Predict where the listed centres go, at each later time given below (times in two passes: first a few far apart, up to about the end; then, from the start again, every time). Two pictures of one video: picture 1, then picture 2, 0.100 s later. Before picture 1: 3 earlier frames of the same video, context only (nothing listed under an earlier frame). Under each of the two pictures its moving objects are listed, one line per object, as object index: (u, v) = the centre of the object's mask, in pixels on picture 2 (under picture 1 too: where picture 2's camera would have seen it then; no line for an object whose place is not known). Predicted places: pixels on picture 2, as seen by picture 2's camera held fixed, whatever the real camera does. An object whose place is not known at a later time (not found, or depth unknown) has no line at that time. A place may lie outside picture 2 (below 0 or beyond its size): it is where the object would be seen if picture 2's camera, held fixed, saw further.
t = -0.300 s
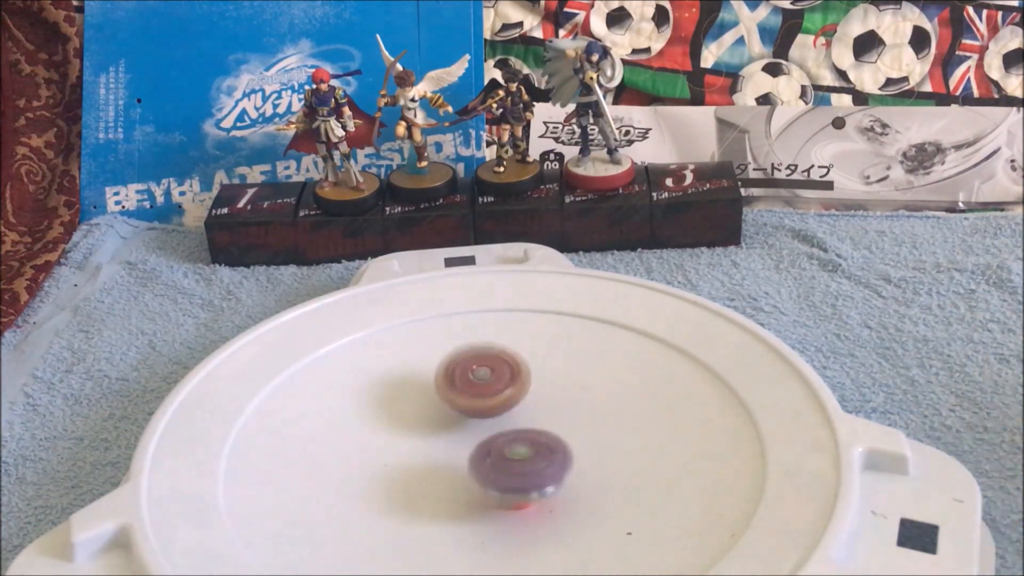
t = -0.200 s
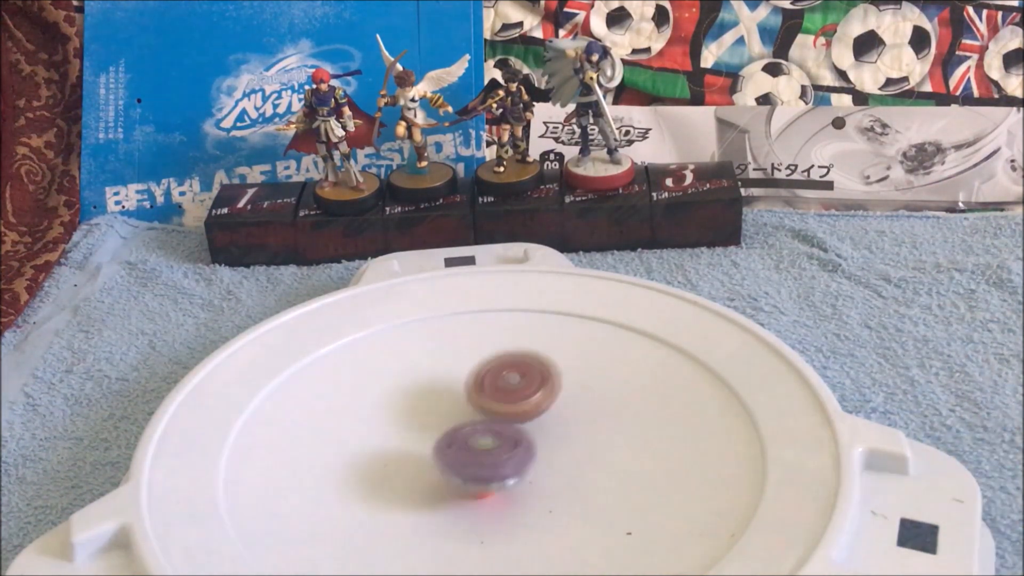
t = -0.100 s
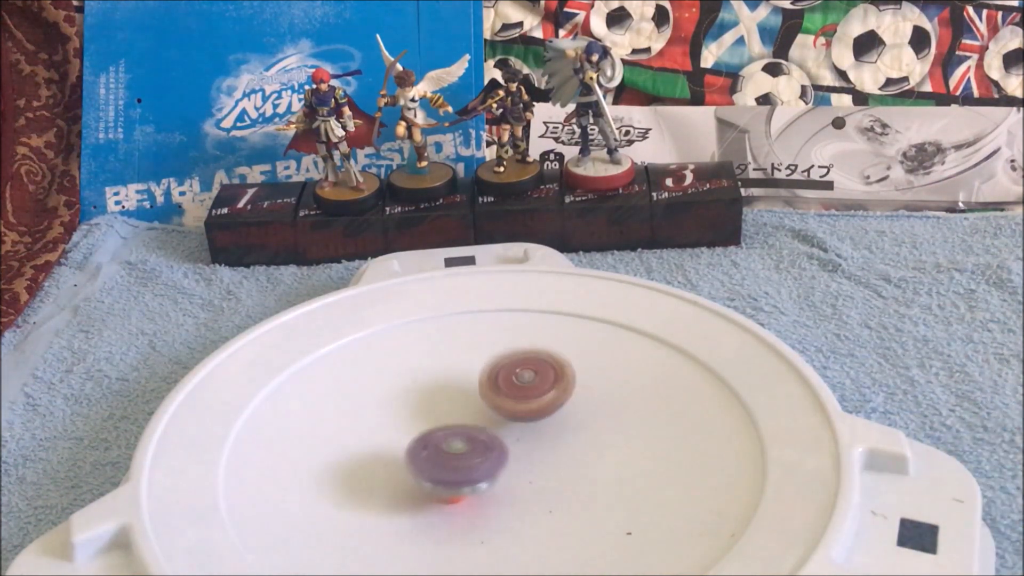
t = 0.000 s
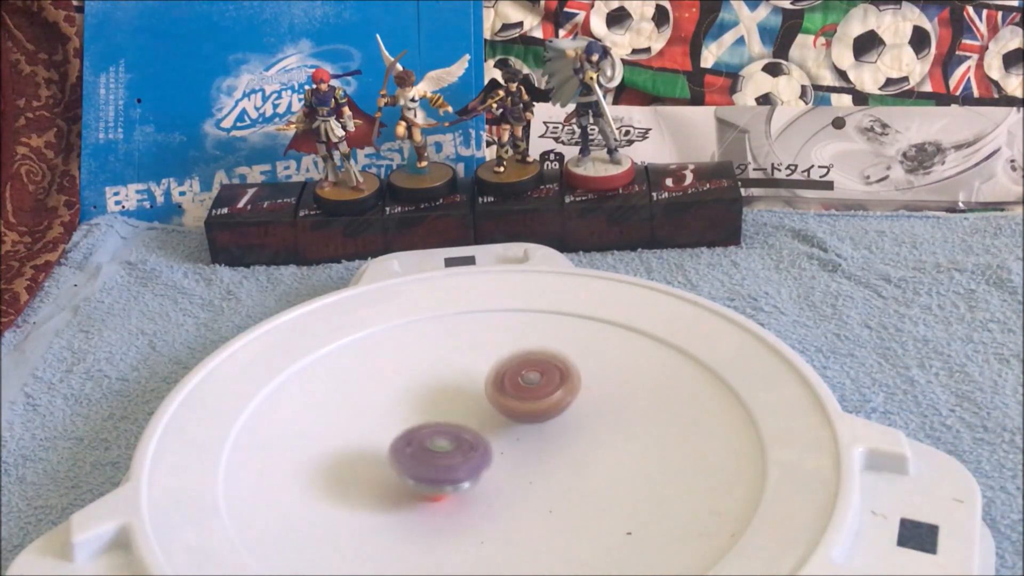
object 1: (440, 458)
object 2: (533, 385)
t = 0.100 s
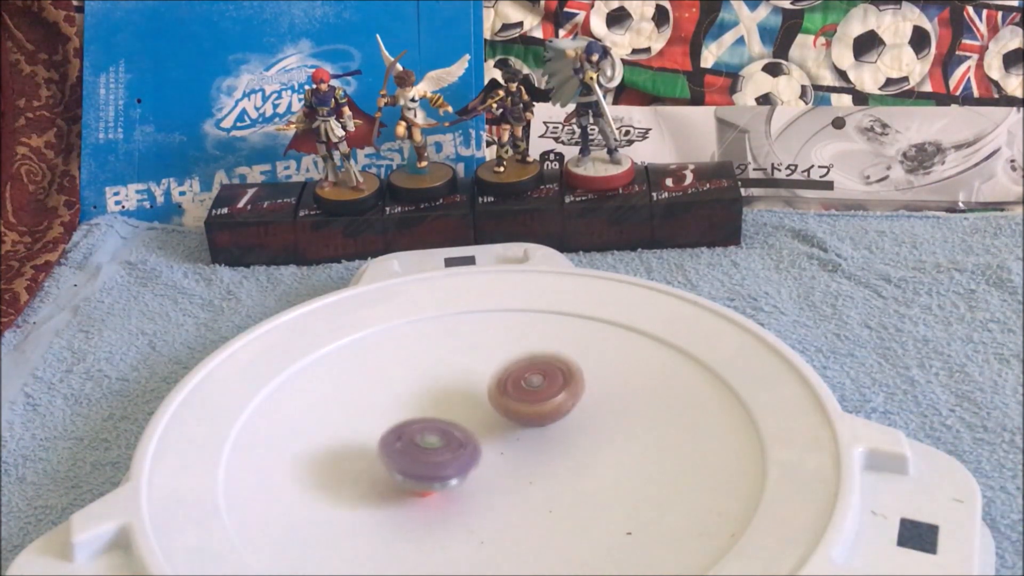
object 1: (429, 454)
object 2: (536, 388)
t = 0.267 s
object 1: (420, 439)
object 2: (535, 398)
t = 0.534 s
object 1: (417, 404)
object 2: (523, 420)
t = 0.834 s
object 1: (427, 370)
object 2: (522, 437)
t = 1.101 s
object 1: (463, 367)
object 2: (500, 438)
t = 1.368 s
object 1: (527, 369)
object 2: (467, 431)
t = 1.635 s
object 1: (555, 379)
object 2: (451, 420)
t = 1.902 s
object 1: (587, 408)
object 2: (425, 398)
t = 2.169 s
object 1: (628, 430)
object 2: (393, 384)
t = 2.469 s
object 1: (563, 449)
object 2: (418, 385)
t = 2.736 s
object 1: (472, 460)
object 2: (464, 388)
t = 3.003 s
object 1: (402, 450)
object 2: (504, 396)
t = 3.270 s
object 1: (385, 416)
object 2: (528, 414)
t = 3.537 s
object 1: (417, 383)
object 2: (526, 430)
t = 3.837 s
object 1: (492, 363)
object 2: (496, 436)
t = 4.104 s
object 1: (553, 368)
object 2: (463, 422)
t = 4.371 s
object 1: (573, 395)
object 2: (453, 400)
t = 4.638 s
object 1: (545, 437)
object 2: (466, 387)
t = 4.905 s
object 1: (480, 461)
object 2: (490, 388)
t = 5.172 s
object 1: (420, 452)
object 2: (510, 406)
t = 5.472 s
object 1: (406, 410)
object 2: (509, 426)
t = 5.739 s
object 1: (437, 373)
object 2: (489, 435)
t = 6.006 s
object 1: (486, 354)
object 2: (475, 434)
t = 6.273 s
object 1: (537, 365)
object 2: (471, 417)
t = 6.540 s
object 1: (578, 387)
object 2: (457, 411)
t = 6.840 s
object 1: (551, 434)
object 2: (464, 402)
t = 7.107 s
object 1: (486, 458)
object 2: (464, 390)
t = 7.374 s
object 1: (419, 444)
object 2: (479, 388)
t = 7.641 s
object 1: (376, 407)
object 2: (527, 392)
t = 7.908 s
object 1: (392, 380)
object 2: (566, 406)
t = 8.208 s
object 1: (470, 381)
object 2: (536, 431)
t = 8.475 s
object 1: (541, 376)
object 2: (437, 493)
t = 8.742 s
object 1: (557, 409)
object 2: (381, 489)
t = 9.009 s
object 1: (508, 441)
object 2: (413, 416)
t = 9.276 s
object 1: (522, 461)
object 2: (484, 354)
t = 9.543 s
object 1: (501, 435)
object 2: (589, 351)
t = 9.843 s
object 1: (514, 394)
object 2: (605, 413)
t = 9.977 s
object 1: (518, 374)
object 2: (573, 450)
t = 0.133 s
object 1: (426, 452)
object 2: (537, 390)
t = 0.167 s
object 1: (424, 449)
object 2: (537, 392)
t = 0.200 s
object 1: (422, 447)
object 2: (537, 394)
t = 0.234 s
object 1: (421, 443)
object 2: (537, 396)
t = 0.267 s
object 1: (420, 439)
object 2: (535, 398)
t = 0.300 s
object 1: (419, 436)
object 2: (534, 400)
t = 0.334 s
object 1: (419, 432)
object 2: (533, 403)
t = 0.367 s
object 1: (419, 428)
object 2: (531, 405)
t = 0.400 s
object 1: (419, 423)
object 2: (529, 409)
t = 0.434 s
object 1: (420, 419)
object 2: (526, 411)
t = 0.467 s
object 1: (421, 415)
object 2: (523, 414)
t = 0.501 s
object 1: (420, 410)
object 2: (521, 417)
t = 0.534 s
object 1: (417, 404)
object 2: (523, 420)
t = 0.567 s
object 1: (415, 398)
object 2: (525, 423)
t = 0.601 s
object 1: (415, 393)
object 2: (525, 425)
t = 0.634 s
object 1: (415, 388)
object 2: (525, 428)
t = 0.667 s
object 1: (416, 384)
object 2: (526, 430)
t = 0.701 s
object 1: (417, 381)
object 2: (525, 431)
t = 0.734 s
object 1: (419, 377)
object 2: (525, 433)
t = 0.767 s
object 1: (422, 374)
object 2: (524, 434)
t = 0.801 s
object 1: (424, 372)
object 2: (523, 436)
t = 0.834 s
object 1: (427, 370)
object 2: (522, 437)
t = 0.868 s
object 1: (430, 369)
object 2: (520, 437)
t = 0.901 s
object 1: (433, 368)
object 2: (518, 438)
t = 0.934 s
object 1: (437, 367)
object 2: (516, 439)
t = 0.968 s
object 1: (441, 367)
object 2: (513, 439)
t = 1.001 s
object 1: (445, 367)
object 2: (510, 439)
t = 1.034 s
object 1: (450, 367)
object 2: (507, 439)
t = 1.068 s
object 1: (456, 366)
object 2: (503, 438)
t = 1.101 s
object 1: (463, 367)
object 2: (500, 438)
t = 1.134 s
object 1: (469, 368)
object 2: (496, 437)
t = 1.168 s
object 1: (476, 368)
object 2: (491, 436)
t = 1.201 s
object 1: (484, 368)
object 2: (488, 434)
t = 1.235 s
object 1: (493, 367)
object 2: (481, 434)
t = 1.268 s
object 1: (503, 367)
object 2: (478, 434)
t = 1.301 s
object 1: (511, 368)
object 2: (473, 434)
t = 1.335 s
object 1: (519, 369)
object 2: (471, 433)
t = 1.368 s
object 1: (527, 369)
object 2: (467, 431)
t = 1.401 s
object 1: (534, 369)
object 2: (465, 431)
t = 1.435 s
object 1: (540, 369)
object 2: (462, 429)
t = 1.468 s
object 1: (545, 370)
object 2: (459, 428)
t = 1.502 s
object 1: (548, 371)
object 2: (457, 427)
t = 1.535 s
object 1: (552, 372)
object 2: (454, 425)
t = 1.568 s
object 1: (553, 374)
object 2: (453, 424)
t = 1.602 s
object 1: (554, 375)
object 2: (451, 422)
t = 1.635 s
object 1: (555, 379)
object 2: (451, 420)
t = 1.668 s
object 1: (556, 381)
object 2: (449, 418)
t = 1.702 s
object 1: (556, 384)
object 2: (450, 416)
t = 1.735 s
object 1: (556, 387)
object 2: (449, 415)
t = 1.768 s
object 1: (555, 391)
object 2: (451, 412)
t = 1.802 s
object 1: (554, 395)
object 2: (450, 411)
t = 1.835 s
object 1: (553, 400)
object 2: (452, 409)
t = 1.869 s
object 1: (562, 404)
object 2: (445, 406)
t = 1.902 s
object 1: (587, 408)
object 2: (425, 398)
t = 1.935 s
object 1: (604, 413)
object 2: (415, 396)
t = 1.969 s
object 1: (614, 416)
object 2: (409, 394)
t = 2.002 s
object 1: (621, 419)
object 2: (405, 391)
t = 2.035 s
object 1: (625, 422)
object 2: (402, 390)
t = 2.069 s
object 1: (629, 425)
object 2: (398, 388)
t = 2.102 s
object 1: (630, 427)
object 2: (396, 387)
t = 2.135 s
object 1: (629, 429)
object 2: (395, 386)
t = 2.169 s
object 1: (628, 430)
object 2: (393, 384)
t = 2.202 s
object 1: (625, 433)
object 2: (393, 383)
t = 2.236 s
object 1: (621, 434)
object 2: (394, 383)
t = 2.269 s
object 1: (616, 436)
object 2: (394, 382)
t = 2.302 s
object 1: (611, 437)
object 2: (397, 381)
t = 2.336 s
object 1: (605, 439)
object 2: (400, 382)
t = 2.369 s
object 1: (596, 440)
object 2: (403, 383)
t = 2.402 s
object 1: (587, 442)
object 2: (408, 382)
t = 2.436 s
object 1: (575, 446)
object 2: (413, 384)
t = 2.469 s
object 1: (563, 449)
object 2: (418, 385)
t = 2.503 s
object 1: (551, 449)
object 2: (424, 386)
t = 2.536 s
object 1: (539, 451)
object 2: (431, 388)
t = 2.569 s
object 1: (526, 451)
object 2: (437, 389)
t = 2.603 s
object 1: (514, 452)
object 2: (442, 391)
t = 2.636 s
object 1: (502, 451)
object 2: (449, 392)
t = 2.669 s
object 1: (491, 457)
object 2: (453, 390)
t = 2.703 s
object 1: (482, 460)
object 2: (459, 388)
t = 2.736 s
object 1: (472, 460)
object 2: (464, 388)
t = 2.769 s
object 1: (461, 462)
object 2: (470, 388)
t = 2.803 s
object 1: (452, 462)
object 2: (475, 389)
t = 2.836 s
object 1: (442, 461)
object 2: (480, 390)
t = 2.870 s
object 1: (433, 460)
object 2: (485, 391)
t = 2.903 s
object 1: (424, 458)
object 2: (490, 392)
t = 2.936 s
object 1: (417, 455)
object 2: (494, 393)
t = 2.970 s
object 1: (408, 453)
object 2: (499, 394)
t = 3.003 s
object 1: (402, 450)
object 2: (504, 396)
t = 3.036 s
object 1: (397, 446)
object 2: (508, 398)
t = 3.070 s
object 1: (392, 443)
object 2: (512, 400)
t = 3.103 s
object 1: (389, 439)
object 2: (516, 402)
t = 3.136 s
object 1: (386, 435)
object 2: (519, 405)
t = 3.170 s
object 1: (386, 430)
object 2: (521, 407)
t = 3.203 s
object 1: (384, 426)
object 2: (523, 409)
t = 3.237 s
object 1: (384, 420)
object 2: (526, 411)
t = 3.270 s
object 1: (385, 416)
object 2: (528, 414)
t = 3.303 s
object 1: (386, 412)
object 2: (529, 416)
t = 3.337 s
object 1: (388, 408)
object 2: (530, 418)
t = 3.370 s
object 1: (390, 403)
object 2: (530, 420)
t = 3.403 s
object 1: (394, 399)
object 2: (530, 423)
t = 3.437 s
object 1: (399, 395)
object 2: (529, 425)
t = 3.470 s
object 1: (404, 391)
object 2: (528, 426)
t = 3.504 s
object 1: (411, 387)
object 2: (528, 428)
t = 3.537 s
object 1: (417, 383)
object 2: (526, 430)
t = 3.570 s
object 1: (424, 380)
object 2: (524, 432)
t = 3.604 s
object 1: (432, 377)
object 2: (521, 433)
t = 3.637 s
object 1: (440, 375)
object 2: (519, 434)
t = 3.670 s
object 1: (449, 372)
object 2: (516, 435)
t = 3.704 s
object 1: (457, 369)
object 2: (512, 435)
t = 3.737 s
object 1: (465, 368)
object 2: (508, 436)
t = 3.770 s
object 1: (474, 366)
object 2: (504, 436)
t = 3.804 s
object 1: (482, 364)
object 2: (500, 435)
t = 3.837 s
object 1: (492, 363)
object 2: (496, 436)
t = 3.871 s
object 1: (501, 363)
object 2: (491, 434)
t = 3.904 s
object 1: (509, 364)
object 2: (487, 434)
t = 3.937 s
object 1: (517, 364)
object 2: (482, 432)
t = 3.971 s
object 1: (525, 364)
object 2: (478, 430)
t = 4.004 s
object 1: (533, 364)
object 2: (474, 428)
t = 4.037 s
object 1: (540, 365)
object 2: (471, 426)
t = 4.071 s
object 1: (547, 366)
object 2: (467, 424)
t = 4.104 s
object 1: (553, 368)
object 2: (463, 422)
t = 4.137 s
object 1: (558, 371)
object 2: (461, 419)
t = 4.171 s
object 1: (562, 372)
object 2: (458, 416)
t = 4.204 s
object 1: (566, 375)
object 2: (457, 413)
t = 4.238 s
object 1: (569, 379)
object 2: (455, 411)
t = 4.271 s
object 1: (571, 381)
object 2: (455, 408)
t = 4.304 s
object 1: (572, 385)
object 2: (454, 406)
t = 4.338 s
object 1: (573, 390)
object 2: (453, 403)
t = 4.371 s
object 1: (573, 395)
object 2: (453, 400)
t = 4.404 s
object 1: (572, 400)
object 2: (454, 398)
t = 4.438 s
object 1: (571, 405)
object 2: (456, 396)
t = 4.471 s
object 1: (568, 411)
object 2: (457, 394)
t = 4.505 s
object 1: (565, 417)
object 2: (458, 393)
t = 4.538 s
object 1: (561, 422)
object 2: (460, 391)
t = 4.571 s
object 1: (556, 428)
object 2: (461, 390)
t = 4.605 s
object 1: (551, 432)
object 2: (463, 388)
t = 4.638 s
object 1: (545, 437)
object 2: (466, 387)
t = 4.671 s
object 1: (538, 443)
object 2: (468, 386)
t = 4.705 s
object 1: (531, 447)
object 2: (471, 386)
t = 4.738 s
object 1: (523, 451)
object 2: (474, 386)
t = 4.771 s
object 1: (515, 454)
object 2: (477, 386)
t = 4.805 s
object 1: (507, 456)
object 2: (480, 386)
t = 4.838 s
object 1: (498, 459)
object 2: (483, 387)
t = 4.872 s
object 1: (490, 460)
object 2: (486, 387)
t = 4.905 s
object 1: (480, 461)
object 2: (490, 388)
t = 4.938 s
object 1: (472, 463)
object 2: (493, 390)
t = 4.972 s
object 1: (462, 463)
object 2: (496, 391)
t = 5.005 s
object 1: (454, 462)
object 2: (500, 394)
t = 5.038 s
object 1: (447, 460)
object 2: (502, 396)
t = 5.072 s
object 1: (440, 459)
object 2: (505, 399)
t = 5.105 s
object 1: (433, 458)
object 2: (507, 401)
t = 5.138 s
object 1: (425, 455)
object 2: (509, 404)
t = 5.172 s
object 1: (420, 452)
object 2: (510, 406)
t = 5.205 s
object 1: (415, 448)
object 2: (511, 408)
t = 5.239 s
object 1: (412, 444)
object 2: (512, 411)
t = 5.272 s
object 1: (409, 440)
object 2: (513, 413)
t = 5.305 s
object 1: (406, 436)
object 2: (513, 415)
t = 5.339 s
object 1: (405, 431)
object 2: (512, 418)
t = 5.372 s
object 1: (405, 426)
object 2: (512, 420)
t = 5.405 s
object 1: (405, 420)
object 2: (511, 422)
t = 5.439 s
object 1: (405, 415)
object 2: (510, 424)
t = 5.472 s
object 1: (406, 410)
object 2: (509, 426)
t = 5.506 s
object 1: (407, 405)
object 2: (507, 427)
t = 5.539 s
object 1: (410, 401)
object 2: (505, 429)
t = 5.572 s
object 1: (413, 396)
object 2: (502, 430)
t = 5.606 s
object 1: (417, 391)
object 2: (500, 431)
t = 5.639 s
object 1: (422, 387)
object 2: (497, 432)
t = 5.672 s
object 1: (427, 383)
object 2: (494, 432)
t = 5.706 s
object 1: (432, 378)
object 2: (492, 433)
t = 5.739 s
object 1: (437, 373)
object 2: (489, 435)
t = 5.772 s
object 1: (442, 369)
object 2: (487, 435)
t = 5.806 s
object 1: (447, 366)
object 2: (484, 436)
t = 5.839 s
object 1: (453, 362)
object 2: (483, 435)
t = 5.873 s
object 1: (459, 360)
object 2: (481, 435)
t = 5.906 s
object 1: (465, 357)
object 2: (480, 435)
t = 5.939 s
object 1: (472, 355)
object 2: (478, 435)
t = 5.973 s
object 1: (479, 354)
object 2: (476, 434)
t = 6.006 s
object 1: (486, 354)
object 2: (475, 434)
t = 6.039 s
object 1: (493, 354)
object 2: (474, 433)
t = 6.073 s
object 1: (499, 354)
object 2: (472, 431)
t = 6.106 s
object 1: (506, 355)
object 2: (471, 428)
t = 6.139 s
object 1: (513, 356)
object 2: (471, 426)
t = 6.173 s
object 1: (520, 357)
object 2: (470, 424)
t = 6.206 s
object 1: (526, 360)
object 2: (470, 422)
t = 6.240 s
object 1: (532, 362)
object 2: (471, 419)
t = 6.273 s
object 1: (537, 365)
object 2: (471, 417)
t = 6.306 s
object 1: (542, 368)
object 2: (472, 415)
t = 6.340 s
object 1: (553, 369)
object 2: (464, 416)
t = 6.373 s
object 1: (561, 370)
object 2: (461, 415)
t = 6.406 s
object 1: (566, 373)
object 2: (461, 415)
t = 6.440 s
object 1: (570, 376)
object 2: (459, 414)
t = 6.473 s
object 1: (574, 379)
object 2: (458, 413)
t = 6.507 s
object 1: (576, 383)
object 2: (457, 412)
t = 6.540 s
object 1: (578, 387)
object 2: (457, 411)
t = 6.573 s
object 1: (579, 391)
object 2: (457, 410)
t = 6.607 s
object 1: (578, 396)
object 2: (457, 409)
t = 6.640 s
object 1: (577, 402)
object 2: (458, 408)
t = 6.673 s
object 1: (575, 408)
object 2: (458, 408)
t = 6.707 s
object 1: (571, 413)
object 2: (460, 407)
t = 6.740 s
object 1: (567, 419)
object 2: (462, 407)
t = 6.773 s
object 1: (562, 424)
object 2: (463, 406)
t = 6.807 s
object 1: (556, 429)
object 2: (464, 405)
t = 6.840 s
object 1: (551, 434)
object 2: (464, 402)
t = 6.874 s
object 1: (546, 440)
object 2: (464, 401)
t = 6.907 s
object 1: (539, 444)
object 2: (463, 399)
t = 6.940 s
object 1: (531, 448)
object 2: (462, 397)
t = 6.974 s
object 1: (523, 451)
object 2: (462, 395)
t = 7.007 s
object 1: (514, 454)
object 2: (463, 394)
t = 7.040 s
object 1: (505, 456)
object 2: (463, 392)
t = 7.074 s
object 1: (496, 458)
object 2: (463, 391)
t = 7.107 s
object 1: (486, 458)
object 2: (464, 390)
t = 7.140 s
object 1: (477, 458)
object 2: (465, 389)
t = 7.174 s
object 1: (468, 458)
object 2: (466, 388)
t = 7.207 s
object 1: (459, 457)
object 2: (467, 388)
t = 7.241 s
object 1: (450, 456)
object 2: (469, 388)
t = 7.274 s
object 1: (440, 454)
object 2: (473, 387)
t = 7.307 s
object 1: (432, 451)
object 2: (474, 388)
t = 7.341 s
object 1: (426, 448)
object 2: (477, 387)
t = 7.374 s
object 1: (419, 444)
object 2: (479, 388)
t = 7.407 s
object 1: (414, 440)
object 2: (481, 388)
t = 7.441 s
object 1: (409, 436)
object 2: (483, 388)
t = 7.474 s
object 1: (406, 431)
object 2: (485, 389)
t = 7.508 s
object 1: (402, 426)
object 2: (489, 390)
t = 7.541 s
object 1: (399, 421)
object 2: (491, 391)
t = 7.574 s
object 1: (386, 416)
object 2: (505, 391)
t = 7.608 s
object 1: (378, 412)
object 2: (517, 391)
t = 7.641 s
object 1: (376, 407)
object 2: (527, 392)
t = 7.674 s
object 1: (375, 402)
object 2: (536, 394)
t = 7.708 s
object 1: (373, 398)
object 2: (544, 395)
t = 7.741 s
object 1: (373, 394)
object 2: (551, 397)
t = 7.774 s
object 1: (375, 390)
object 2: (555, 399)
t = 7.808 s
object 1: (378, 387)
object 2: (559, 401)
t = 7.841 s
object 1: (381, 384)
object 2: (562, 403)
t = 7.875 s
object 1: (387, 382)
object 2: (564, 405)
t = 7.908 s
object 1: (392, 380)
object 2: (566, 406)
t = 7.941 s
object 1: (400, 379)
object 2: (566, 409)
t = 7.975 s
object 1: (407, 378)
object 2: (565, 411)
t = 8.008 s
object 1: (416, 377)
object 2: (564, 413)
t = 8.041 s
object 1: (425, 377)
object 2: (562, 415)
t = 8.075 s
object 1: (434, 377)
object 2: (560, 418)
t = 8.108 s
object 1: (443, 379)
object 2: (556, 420)
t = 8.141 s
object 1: (452, 380)
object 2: (549, 422)
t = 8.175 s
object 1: (462, 381)
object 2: (542, 425)
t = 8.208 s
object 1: (470, 381)
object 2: (536, 431)
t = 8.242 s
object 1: (478, 379)
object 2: (529, 438)
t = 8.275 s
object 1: (487, 381)
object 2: (521, 442)
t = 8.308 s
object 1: (496, 380)
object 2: (510, 446)
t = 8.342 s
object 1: (509, 374)
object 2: (496, 462)
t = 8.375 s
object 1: (519, 373)
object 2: (481, 473)
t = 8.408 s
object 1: (527, 374)
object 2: (468, 480)
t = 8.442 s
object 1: (534, 374)
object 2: (451, 488)
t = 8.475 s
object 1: (541, 376)
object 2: (437, 493)
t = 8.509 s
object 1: (545, 379)
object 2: (423, 498)
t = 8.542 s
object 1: (550, 382)
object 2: (411, 501)
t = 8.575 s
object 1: (554, 385)
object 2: (401, 500)
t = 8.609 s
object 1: (557, 388)
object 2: (392, 501)
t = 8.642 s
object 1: (559, 392)
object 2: (388, 499)
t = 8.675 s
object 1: (560, 398)
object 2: (385, 496)
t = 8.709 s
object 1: (559, 403)
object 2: (382, 493)
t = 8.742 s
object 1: (557, 409)
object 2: (381, 489)
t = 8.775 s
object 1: (554, 413)
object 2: (379, 482)
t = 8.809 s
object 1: (550, 419)
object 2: (380, 474)
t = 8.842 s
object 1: (545, 424)
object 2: (381, 466)
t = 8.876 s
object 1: (538, 428)
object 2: (386, 455)
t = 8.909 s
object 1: (532, 433)
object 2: (392, 446)
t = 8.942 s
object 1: (524, 436)
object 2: (398, 437)
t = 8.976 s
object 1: (515, 439)
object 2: (406, 426)
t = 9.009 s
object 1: (508, 441)
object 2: (413, 416)
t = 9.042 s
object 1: (515, 447)
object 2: (410, 402)
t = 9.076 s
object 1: (524, 455)
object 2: (412, 389)
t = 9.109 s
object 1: (530, 459)
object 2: (420, 381)
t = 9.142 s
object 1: (532, 460)
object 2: (432, 374)
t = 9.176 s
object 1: (530, 461)
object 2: (445, 368)
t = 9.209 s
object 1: (528, 462)
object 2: (454, 363)
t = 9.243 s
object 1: (525, 461)
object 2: (468, 357)
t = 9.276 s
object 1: (522, 461)
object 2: (484, 354)
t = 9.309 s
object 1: (519, 459)
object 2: (497, 351)
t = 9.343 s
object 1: (515, 458)
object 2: (509, 349)
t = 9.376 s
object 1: (512, 455)
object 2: (523, 346)
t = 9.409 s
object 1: (509, 452)
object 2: (539, 346)
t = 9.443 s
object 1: (506, 448)
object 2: (553, 346)
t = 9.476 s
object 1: (504, 444)
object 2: (565, 347)
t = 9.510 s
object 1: (503, 440)
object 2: (577, 348)
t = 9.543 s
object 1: (501, 435)
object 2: (589, 351)
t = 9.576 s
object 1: (500, 429)
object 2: (599, 355)
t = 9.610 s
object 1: (501, 424)
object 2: (605, 360)
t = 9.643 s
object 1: (501, 419)
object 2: (610, 366)
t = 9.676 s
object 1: (502, 414)
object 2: (614, 372)
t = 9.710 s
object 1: (504, 412)
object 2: (616, 379)
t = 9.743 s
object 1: (507, 406)
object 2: (617, 386)
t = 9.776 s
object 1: (510, 402)
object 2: (613, 395)
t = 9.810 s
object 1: (511, 399)
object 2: (610, 404)
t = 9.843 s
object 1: (514, 394)
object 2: (605, 413)
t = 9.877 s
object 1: (515, 387)
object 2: (601, 424)
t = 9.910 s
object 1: (513, 382)
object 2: (592, 433)
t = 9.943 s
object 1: (515, 377)
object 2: (583, 442)
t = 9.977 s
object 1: (518, 374)
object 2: (573, 450)
